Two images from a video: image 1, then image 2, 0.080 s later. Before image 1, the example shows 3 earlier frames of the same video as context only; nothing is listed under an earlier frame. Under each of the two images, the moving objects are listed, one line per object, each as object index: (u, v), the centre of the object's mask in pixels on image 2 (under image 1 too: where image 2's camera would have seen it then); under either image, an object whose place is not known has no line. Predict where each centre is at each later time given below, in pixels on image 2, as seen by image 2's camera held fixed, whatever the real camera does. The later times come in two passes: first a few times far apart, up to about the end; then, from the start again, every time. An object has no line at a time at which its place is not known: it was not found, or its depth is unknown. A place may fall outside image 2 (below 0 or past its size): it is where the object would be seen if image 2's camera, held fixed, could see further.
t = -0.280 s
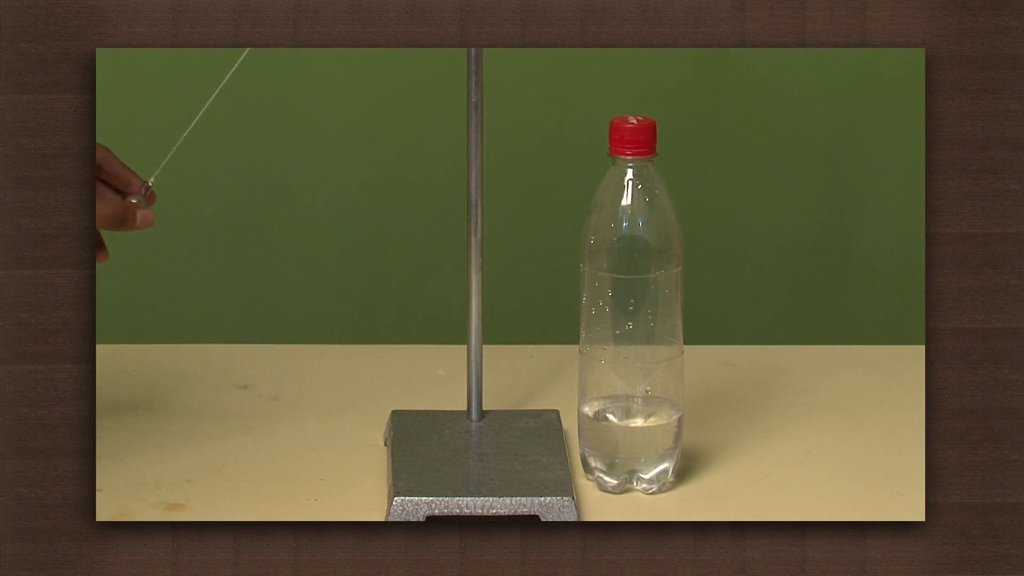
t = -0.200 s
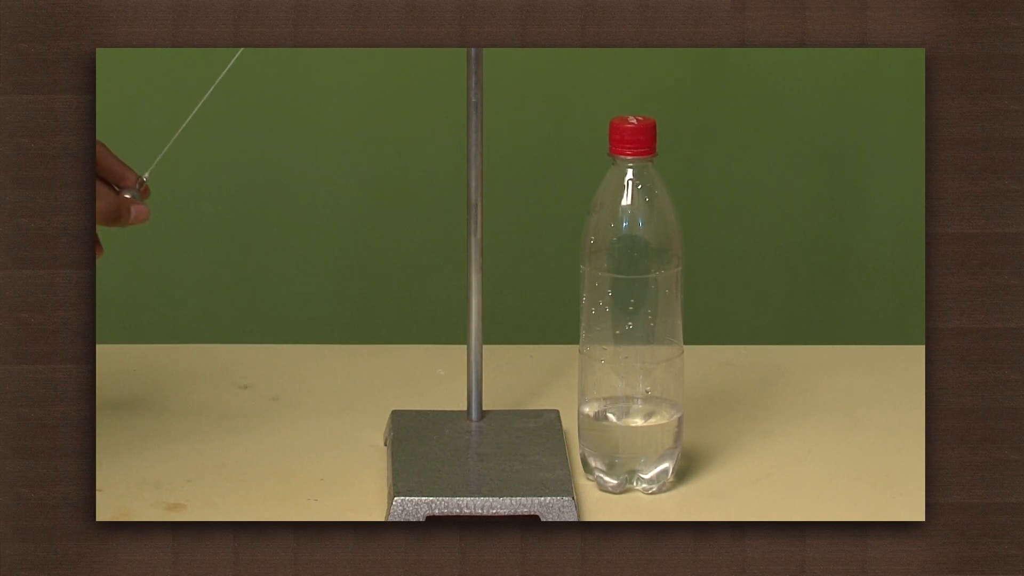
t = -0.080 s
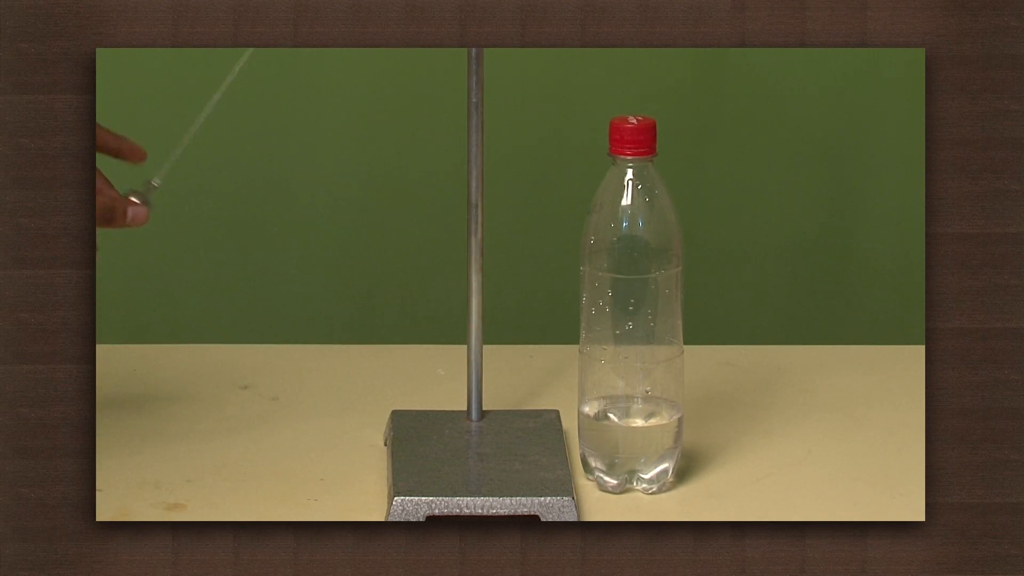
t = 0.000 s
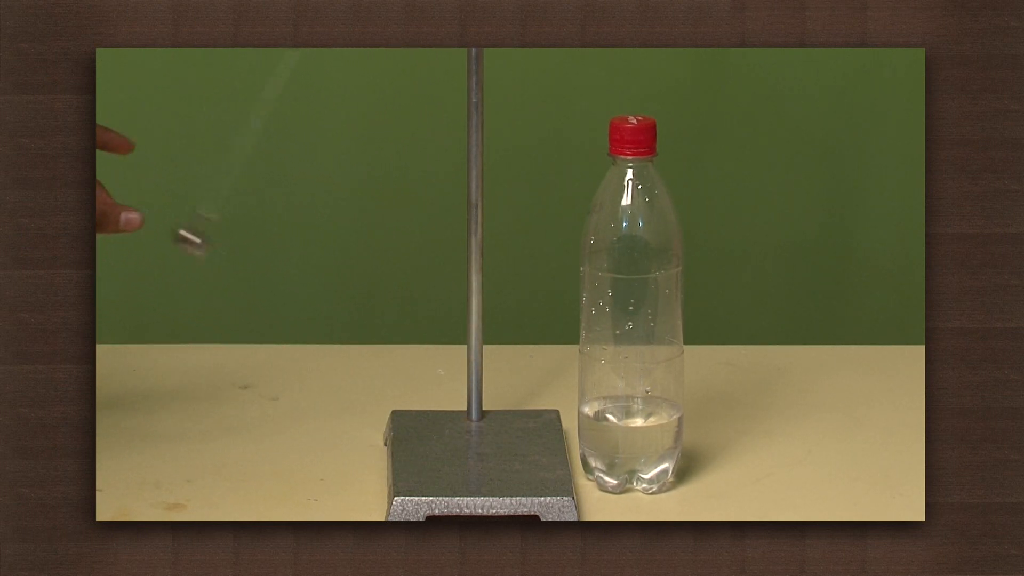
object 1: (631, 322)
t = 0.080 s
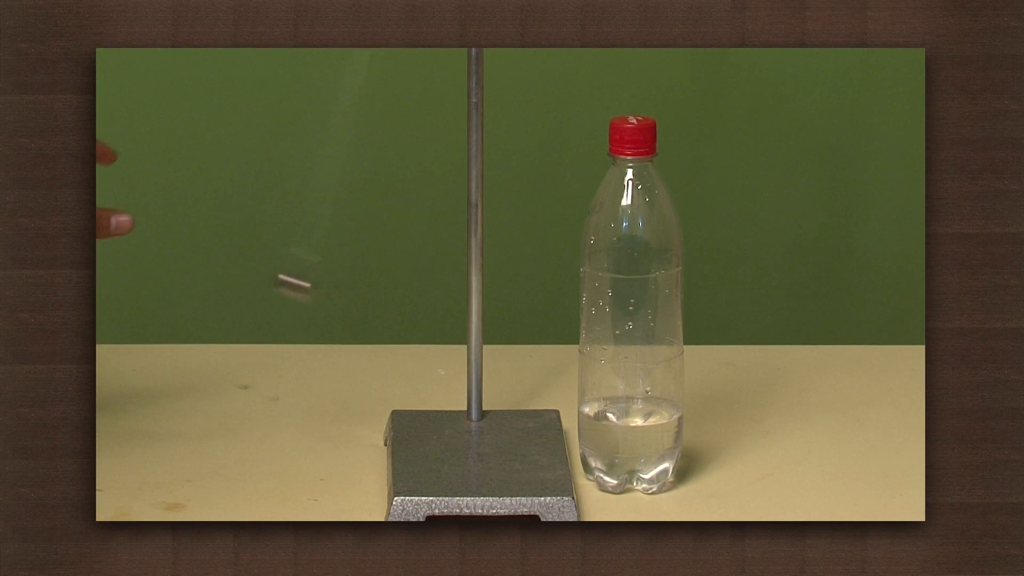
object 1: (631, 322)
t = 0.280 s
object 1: (663, 316)
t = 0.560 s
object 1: (782, 396)
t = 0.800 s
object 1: (796, 445)
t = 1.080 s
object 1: (804, 453)
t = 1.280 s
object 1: (805, 457)
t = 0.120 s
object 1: (631, 322)
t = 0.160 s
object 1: (631, 322)
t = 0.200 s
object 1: (631, 322)
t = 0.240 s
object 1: (633, 322)
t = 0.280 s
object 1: (663, 316)
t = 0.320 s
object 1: (685, 319)
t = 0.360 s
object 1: (703, 320)
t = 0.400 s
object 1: (719, 322)
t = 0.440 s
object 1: (736, 326)
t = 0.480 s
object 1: (758, 335)
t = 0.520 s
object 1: (779, 355)
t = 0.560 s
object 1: (782, 396)
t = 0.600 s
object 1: (796, 433)
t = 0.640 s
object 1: (798, 427)
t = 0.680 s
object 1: (797, 425)
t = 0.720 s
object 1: (794, 431)
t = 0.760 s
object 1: (789, 444)
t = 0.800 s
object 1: (796, 445)
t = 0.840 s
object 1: (799, 447)
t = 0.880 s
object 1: (800, 448)
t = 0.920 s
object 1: (802, 448)
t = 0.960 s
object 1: (803, 448)
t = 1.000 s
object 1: (804, 450)
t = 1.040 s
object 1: (804, 452)
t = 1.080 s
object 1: (804, 453)
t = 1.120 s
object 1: (804, 453)
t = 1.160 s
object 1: (804, 452)
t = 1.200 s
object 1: (805, 453)
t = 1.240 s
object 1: (805, 455)
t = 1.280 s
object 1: (805, 457)
